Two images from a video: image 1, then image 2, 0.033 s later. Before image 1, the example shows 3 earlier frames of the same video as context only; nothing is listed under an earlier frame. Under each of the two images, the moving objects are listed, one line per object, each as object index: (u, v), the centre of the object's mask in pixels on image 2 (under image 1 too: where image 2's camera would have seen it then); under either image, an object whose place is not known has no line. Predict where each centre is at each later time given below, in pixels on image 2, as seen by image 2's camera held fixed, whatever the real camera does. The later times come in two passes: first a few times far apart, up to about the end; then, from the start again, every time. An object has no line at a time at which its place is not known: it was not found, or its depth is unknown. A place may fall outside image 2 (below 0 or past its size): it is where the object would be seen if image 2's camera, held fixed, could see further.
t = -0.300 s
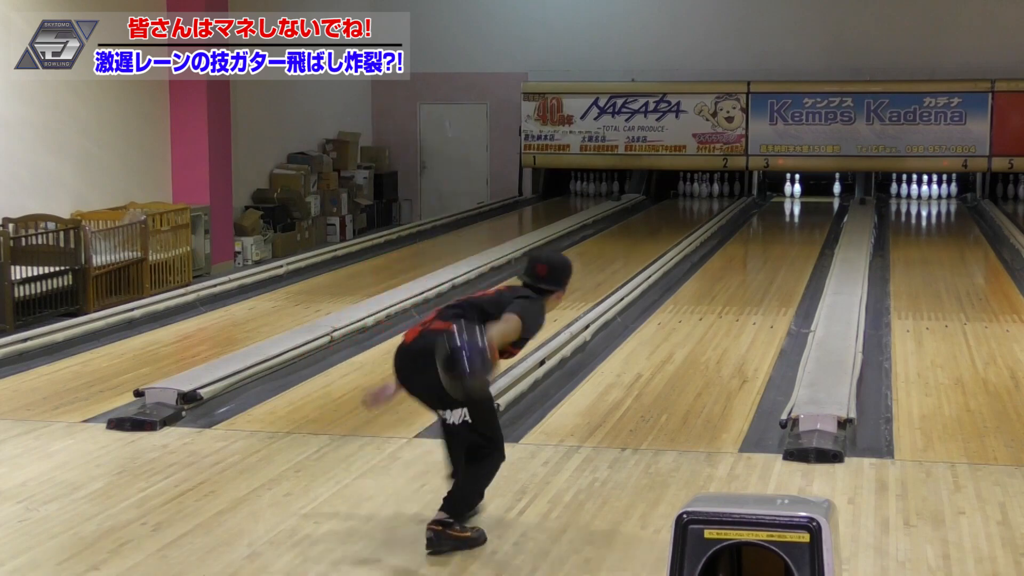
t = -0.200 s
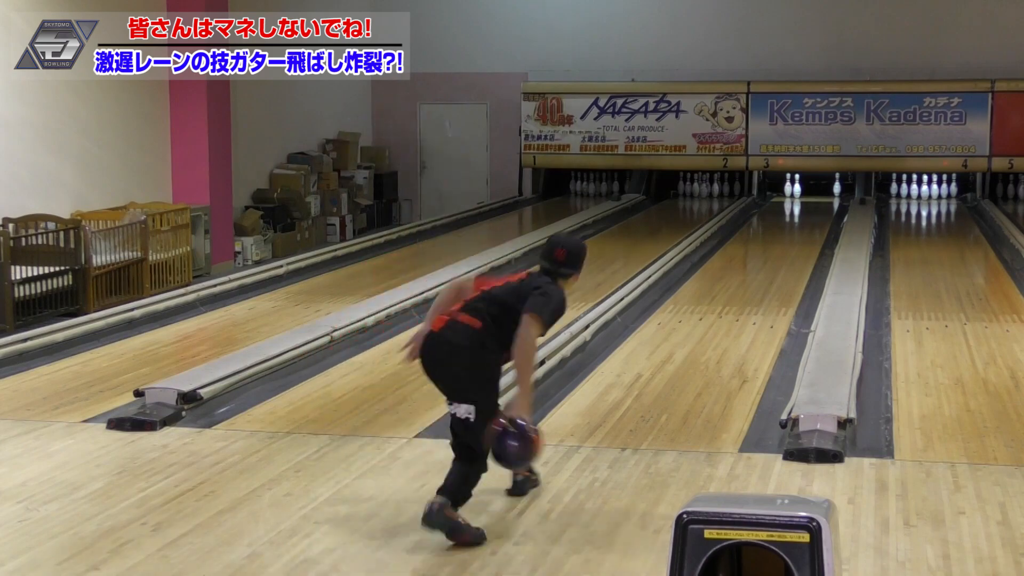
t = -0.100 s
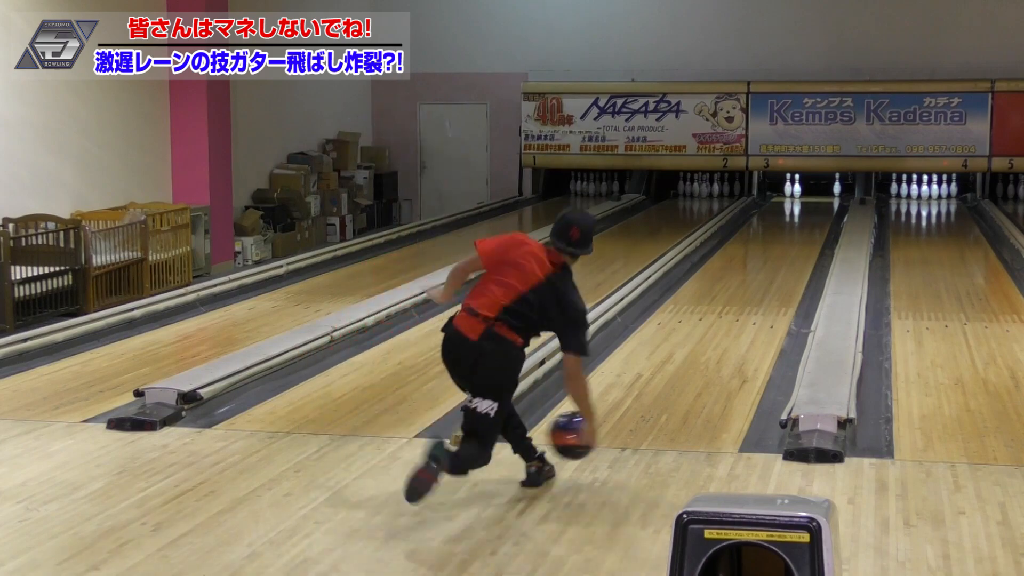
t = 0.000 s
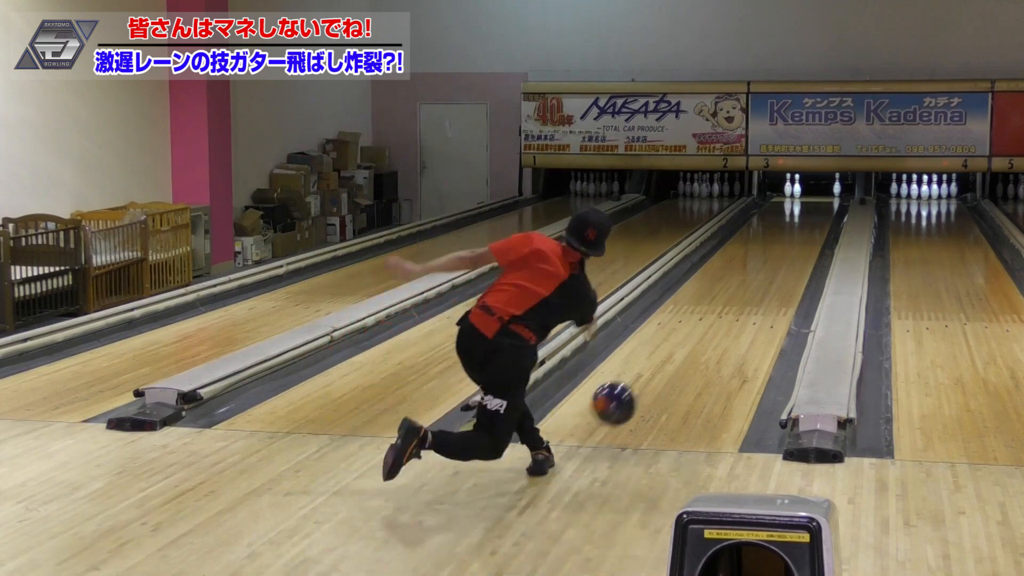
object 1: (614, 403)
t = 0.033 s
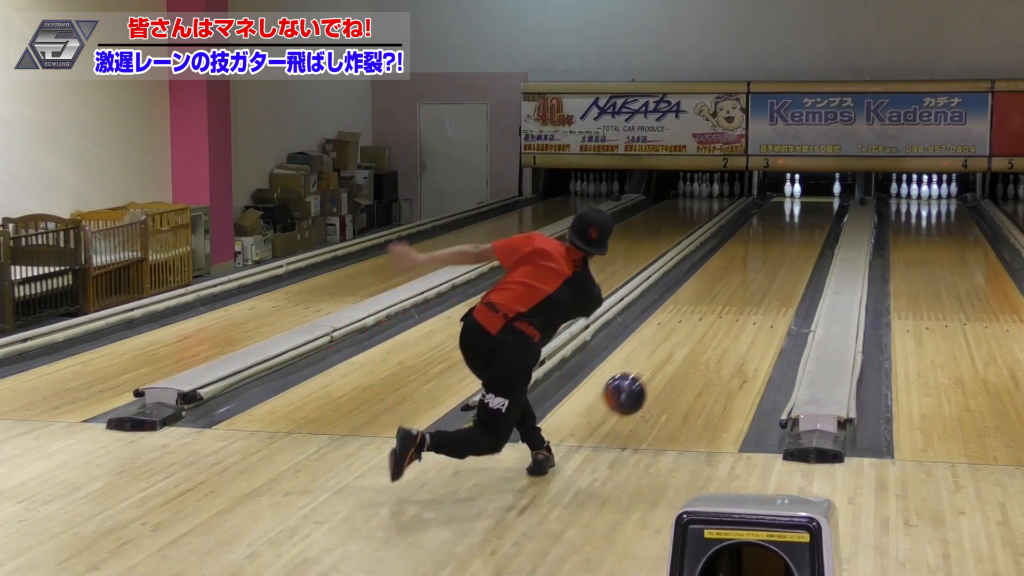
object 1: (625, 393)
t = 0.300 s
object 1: (690, 353)
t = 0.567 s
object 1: (728, 310)
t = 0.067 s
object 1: (635, 387)
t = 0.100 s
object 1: (644, 382)
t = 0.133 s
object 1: (653, 380)
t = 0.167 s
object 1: (662, 380)
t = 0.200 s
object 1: (670, 372)
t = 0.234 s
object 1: (677, 366)
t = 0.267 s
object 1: (684, 359)
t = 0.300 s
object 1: (690, 353)
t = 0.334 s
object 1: (696, 346)
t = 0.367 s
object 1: (701, 340)
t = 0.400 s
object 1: (706, 335)
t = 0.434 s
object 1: (711, 329)
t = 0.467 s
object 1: (716, 324)
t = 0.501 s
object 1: (720, 319)
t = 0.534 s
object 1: (725, 314)
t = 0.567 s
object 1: (728, 310)
